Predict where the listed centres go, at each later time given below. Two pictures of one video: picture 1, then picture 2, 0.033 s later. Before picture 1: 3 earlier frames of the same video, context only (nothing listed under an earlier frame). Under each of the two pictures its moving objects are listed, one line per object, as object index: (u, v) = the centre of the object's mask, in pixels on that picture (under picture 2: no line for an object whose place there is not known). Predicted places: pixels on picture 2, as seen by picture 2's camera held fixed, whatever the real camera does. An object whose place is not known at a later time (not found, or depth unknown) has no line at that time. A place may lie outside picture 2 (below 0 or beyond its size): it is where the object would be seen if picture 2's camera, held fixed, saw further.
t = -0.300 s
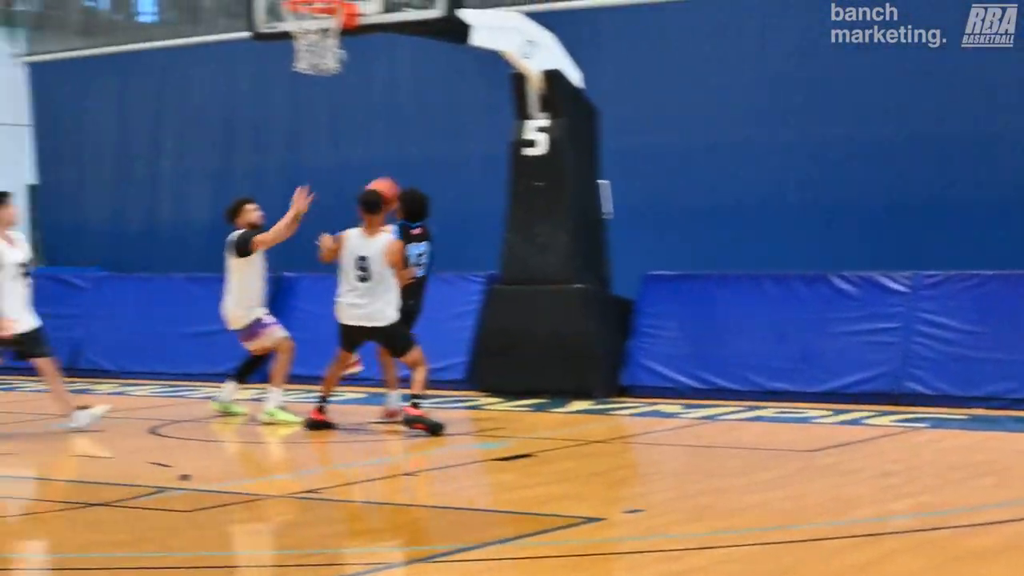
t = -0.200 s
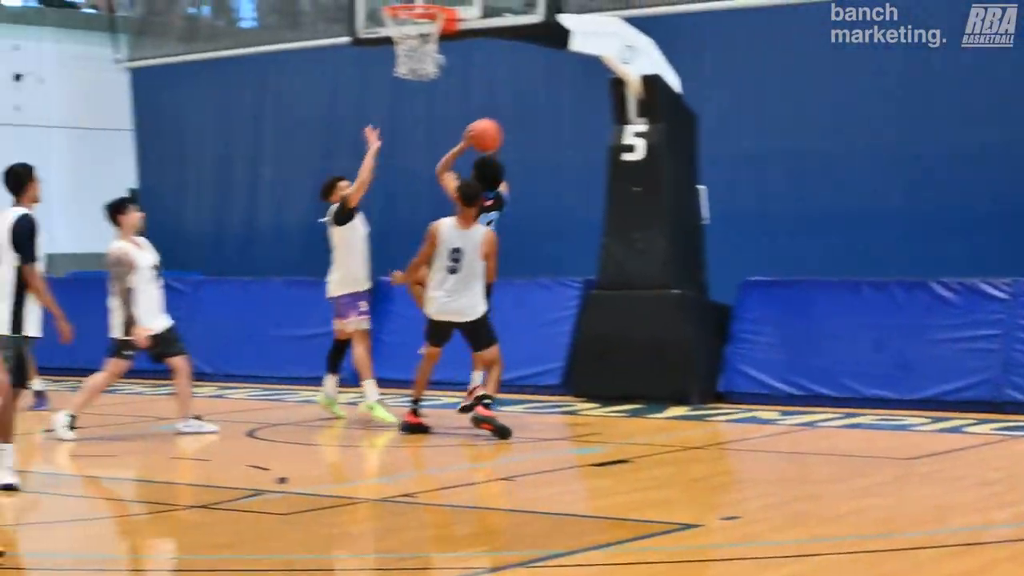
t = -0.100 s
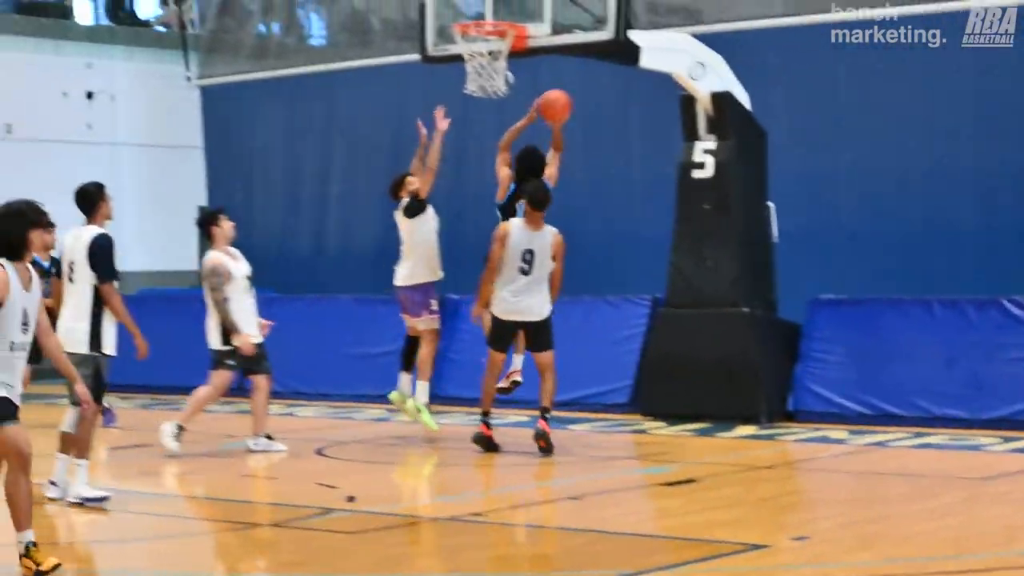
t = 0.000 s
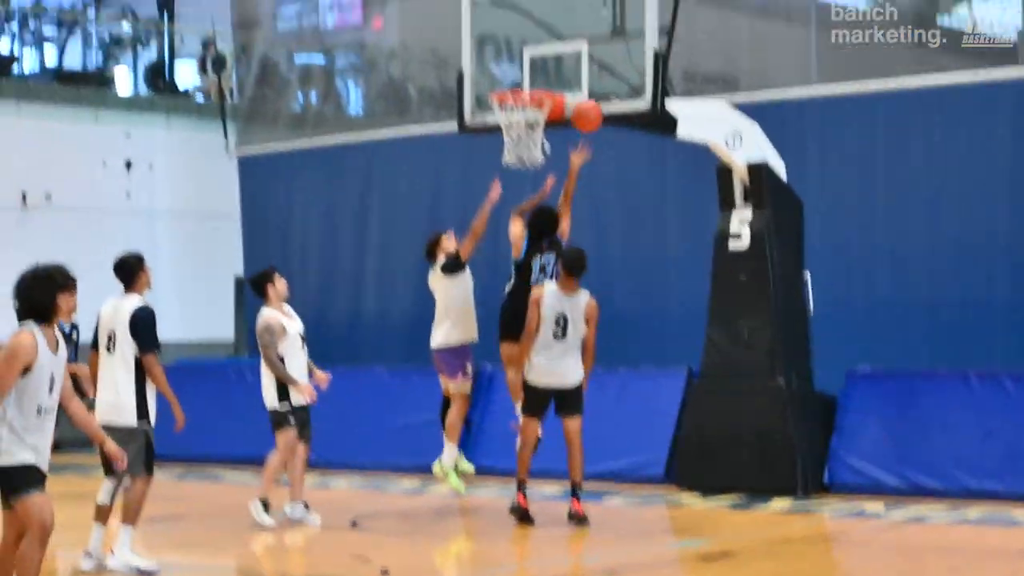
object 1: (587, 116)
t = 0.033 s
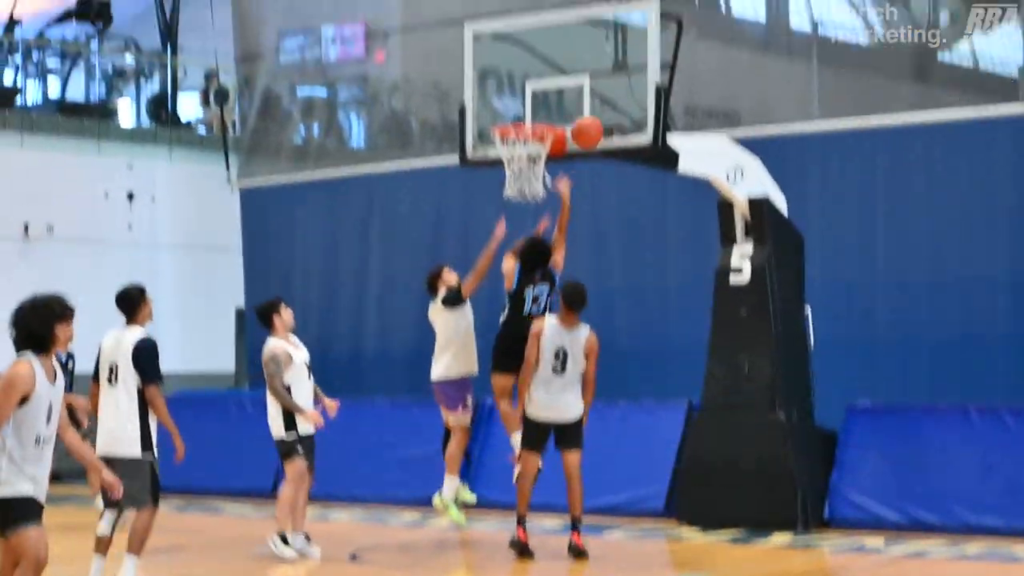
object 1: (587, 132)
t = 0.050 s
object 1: (586, 123)
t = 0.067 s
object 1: (585, 114)
